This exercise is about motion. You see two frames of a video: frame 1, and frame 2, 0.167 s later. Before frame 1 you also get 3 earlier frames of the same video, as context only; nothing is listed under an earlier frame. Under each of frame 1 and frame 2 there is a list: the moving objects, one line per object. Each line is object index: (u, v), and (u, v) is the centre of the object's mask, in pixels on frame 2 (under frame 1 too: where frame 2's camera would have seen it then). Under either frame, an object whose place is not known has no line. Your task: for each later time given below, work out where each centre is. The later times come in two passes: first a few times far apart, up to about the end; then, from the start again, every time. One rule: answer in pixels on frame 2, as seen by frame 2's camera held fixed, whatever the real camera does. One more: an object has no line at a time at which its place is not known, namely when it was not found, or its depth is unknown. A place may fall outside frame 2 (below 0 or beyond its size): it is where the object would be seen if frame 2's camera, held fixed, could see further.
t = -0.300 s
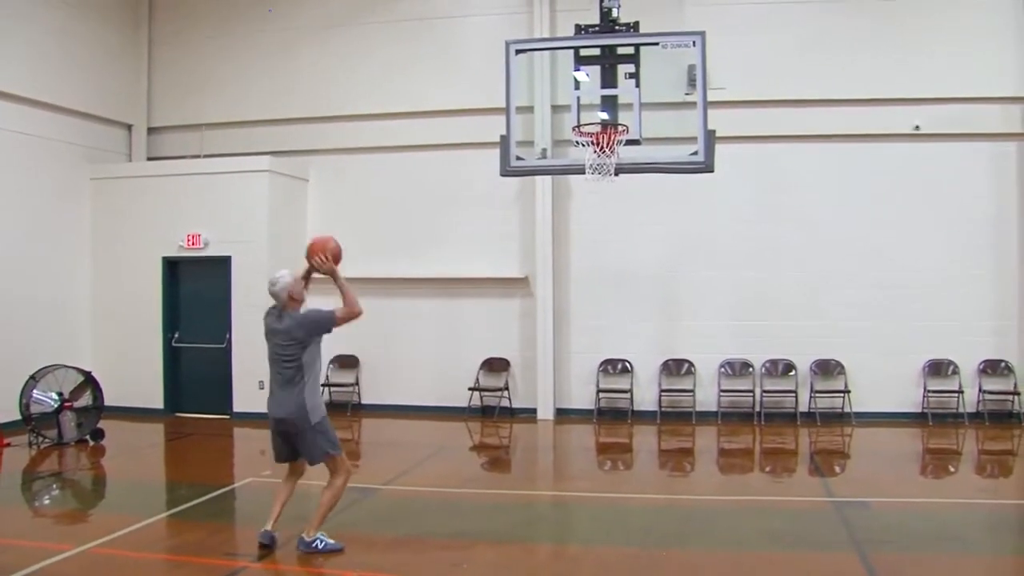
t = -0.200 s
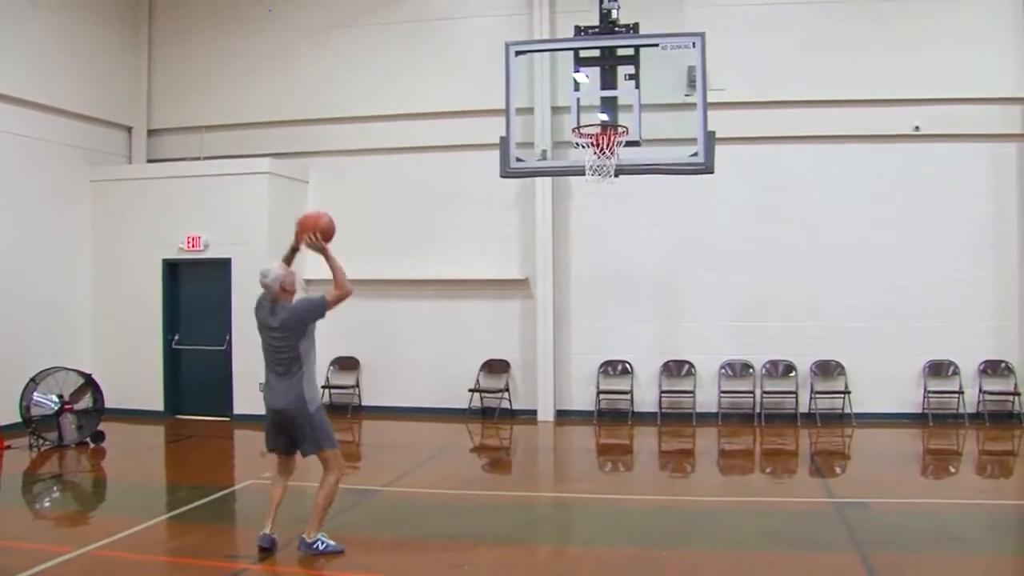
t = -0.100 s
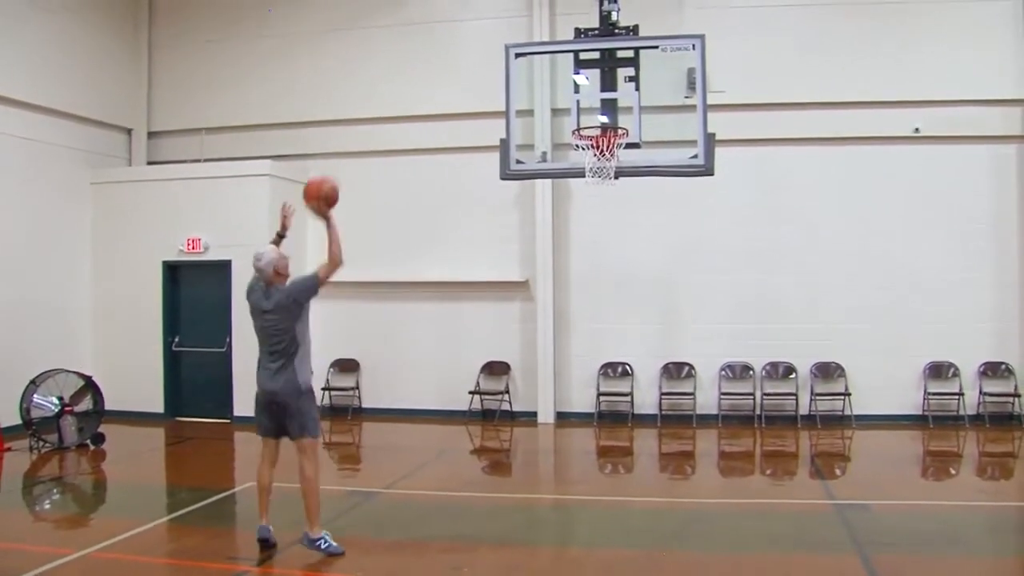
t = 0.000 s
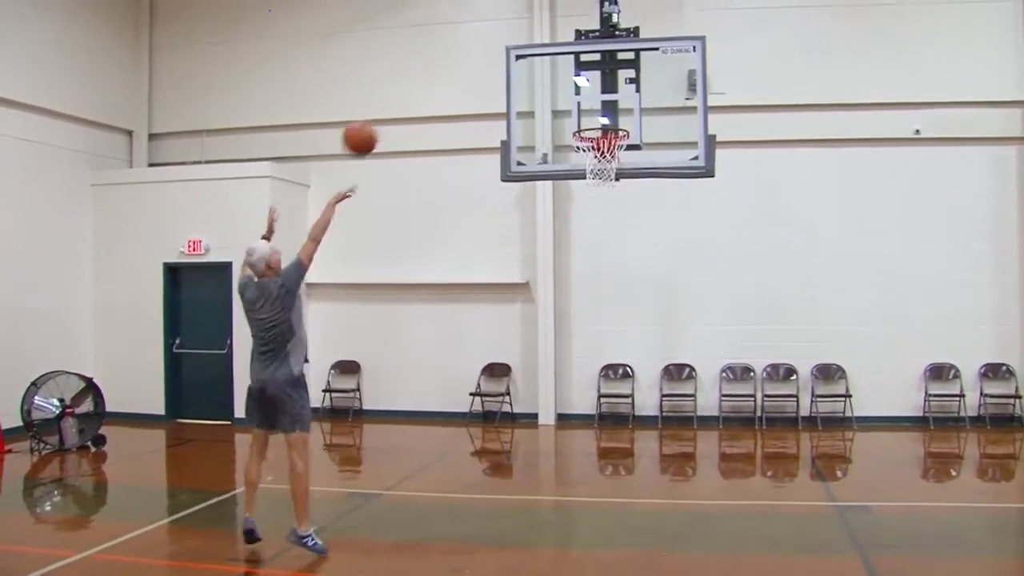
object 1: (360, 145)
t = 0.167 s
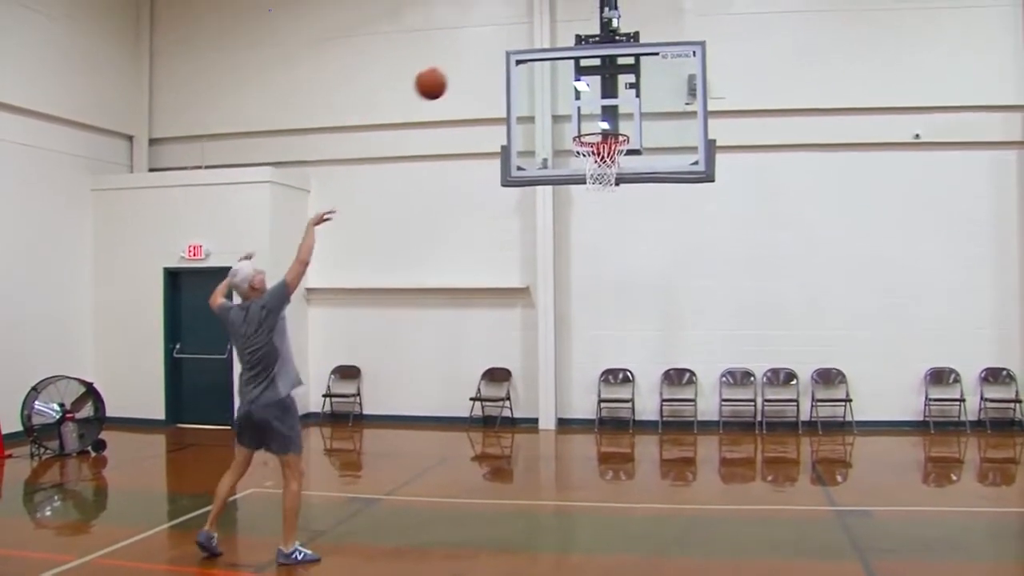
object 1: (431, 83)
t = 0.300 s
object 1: (480, 66)
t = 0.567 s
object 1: (566, 98)
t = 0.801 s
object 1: (607, 145)
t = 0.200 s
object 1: (444, 77)
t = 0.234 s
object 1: (456, 72)
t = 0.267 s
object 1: (468, 68)
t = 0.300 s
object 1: (480, 66)
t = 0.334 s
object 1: (491, 65)
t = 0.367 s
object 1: (503, 66)
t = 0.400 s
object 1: (514, 69)
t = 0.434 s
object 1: (525, 73)
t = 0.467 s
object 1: (536, 77)
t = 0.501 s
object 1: (546, 83)
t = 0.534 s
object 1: (557, 90)
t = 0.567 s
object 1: (566, 98)
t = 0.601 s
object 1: (576, 108)
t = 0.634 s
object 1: (586, 118)
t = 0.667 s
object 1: (593, 121)
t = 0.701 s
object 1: (599, 125)
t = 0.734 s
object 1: (604, 127)
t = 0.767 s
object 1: (609, 142)
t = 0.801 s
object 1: (607, 145)
